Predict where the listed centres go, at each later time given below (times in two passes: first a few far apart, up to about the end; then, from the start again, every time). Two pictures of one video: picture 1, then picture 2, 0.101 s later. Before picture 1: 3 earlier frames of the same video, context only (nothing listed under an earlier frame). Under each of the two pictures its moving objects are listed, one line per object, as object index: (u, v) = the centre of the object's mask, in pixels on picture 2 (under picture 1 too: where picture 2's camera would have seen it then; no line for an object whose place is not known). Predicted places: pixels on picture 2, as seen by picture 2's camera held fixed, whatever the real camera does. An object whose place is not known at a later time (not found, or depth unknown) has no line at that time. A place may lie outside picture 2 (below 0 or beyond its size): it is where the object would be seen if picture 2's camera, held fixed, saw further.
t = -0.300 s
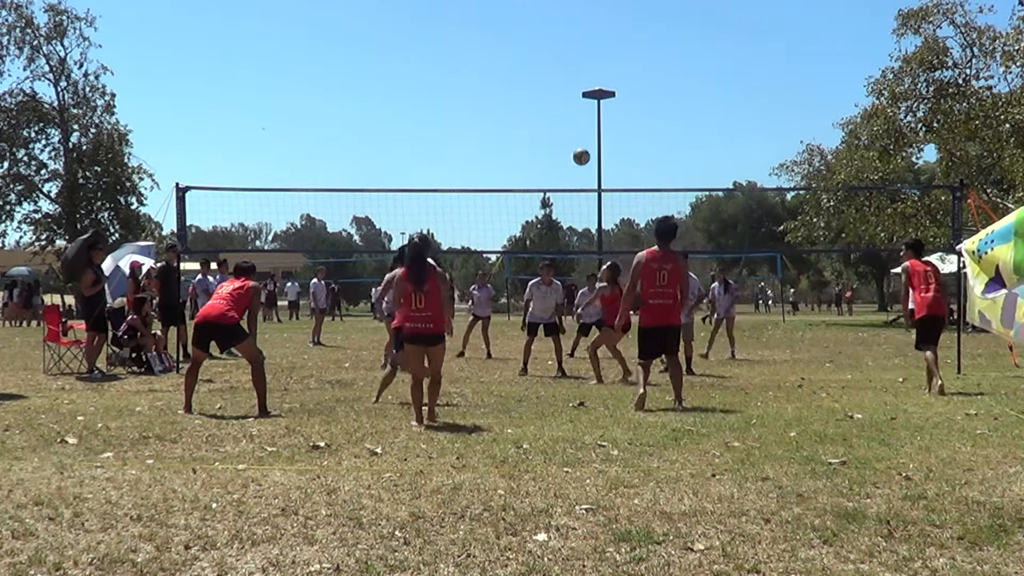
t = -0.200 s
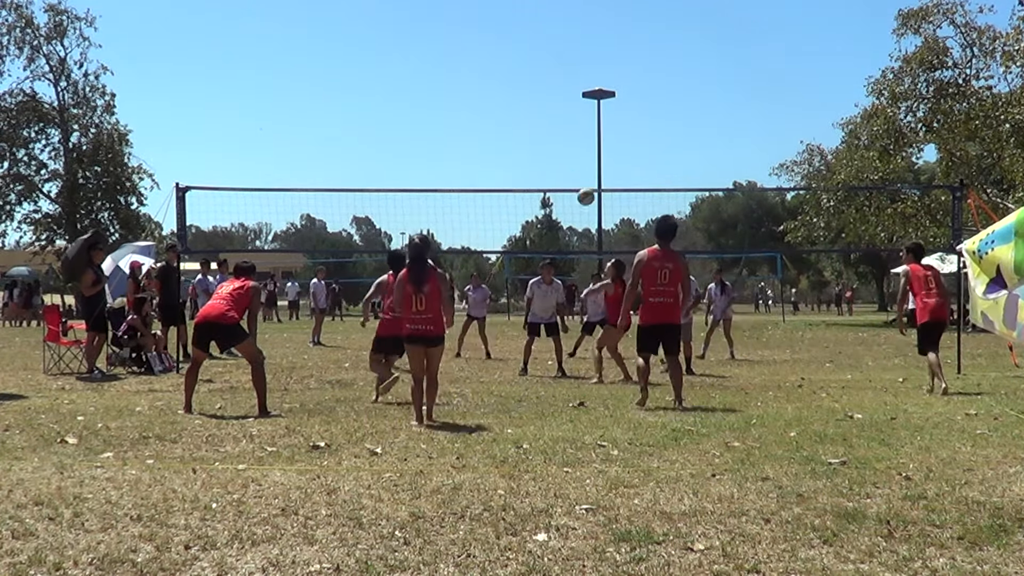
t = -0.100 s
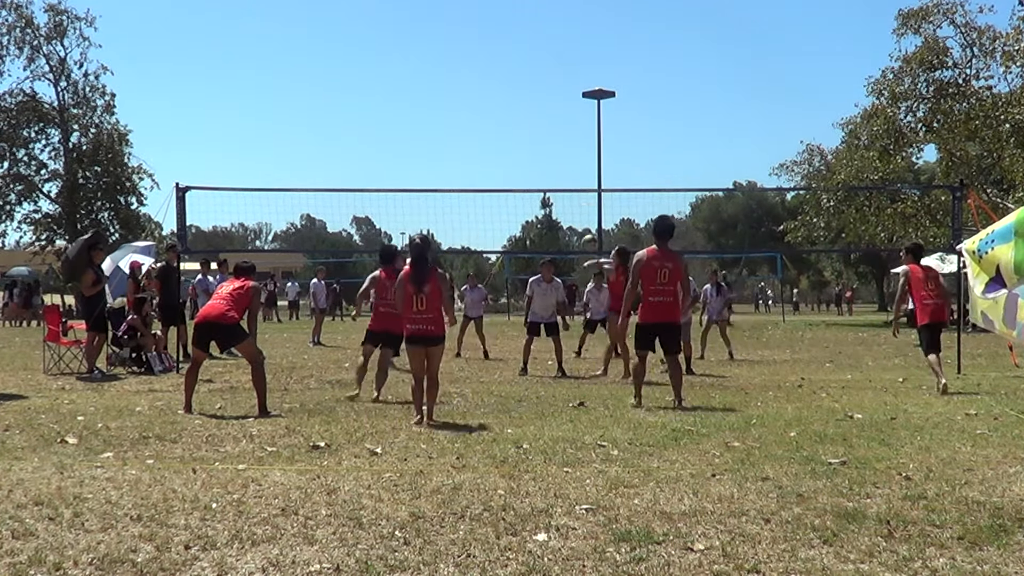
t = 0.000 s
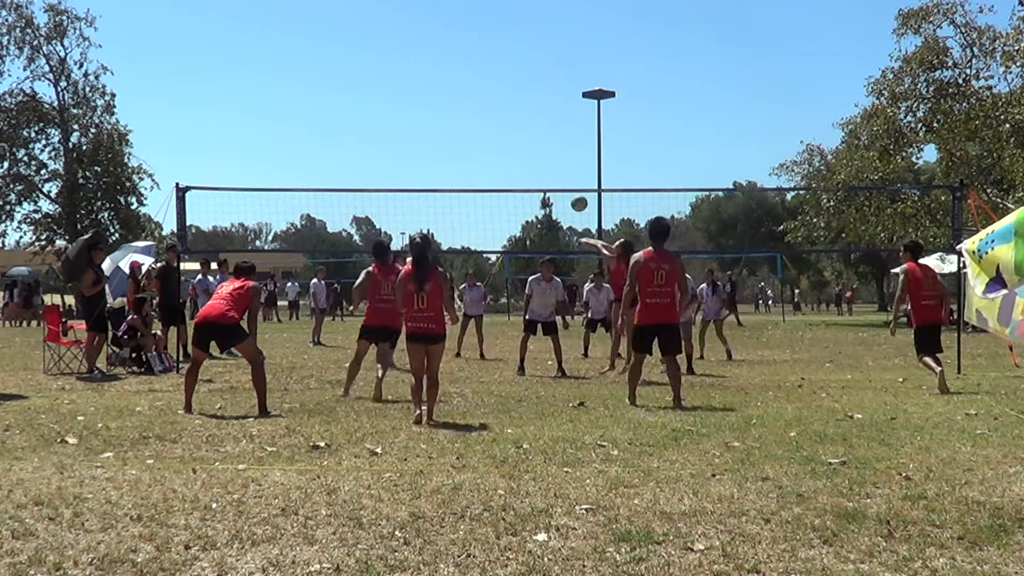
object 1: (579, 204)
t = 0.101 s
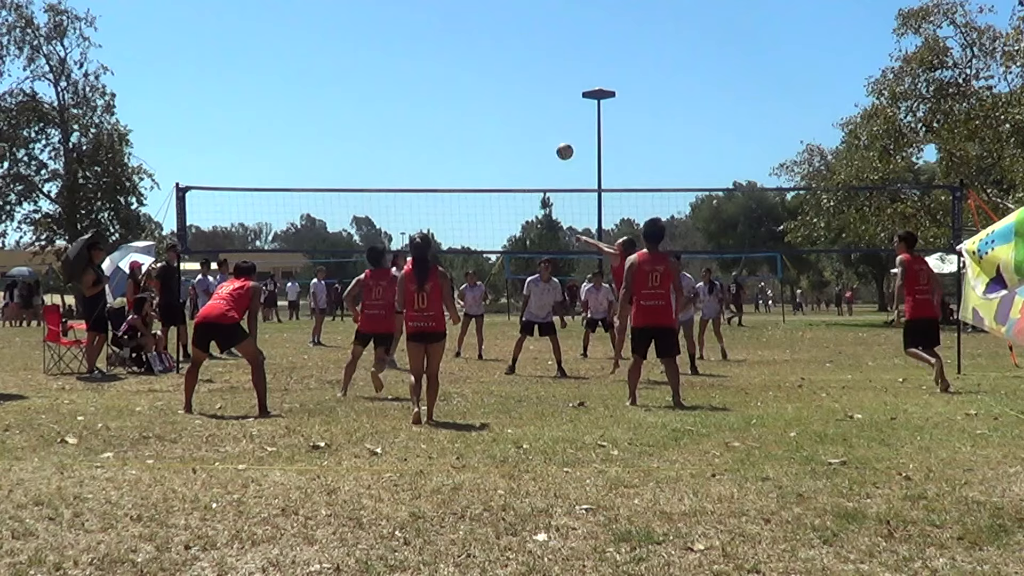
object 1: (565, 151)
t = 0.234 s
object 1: (546, 95)
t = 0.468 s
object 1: (513, 28)
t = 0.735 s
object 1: (475, 6)
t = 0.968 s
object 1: (442, 31)
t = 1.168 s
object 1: (413, 91)
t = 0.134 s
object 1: (560, 136)
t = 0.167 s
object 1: (555, 121)
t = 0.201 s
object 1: (550, 108)
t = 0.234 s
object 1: (546, 95)
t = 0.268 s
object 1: (541, 83)
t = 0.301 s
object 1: (537, 71)
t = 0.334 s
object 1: (532, 61)
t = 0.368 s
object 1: (527, 51)
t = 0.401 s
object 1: (523, 43)
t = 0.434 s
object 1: (518, 35)
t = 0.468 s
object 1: (513, 28)
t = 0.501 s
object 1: (509, 22)
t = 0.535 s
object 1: (504, 17)
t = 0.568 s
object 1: (499, 13)
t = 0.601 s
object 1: (494, 9)
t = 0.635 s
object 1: (490, 7)
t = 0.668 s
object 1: (485, 7)
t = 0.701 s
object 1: (480, 6)
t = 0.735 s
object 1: (475, 6)
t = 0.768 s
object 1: (470, 7)
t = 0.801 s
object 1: (466, 8)
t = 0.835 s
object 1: (461, 9)
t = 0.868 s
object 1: (456, 14)
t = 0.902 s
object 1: (452, 19)
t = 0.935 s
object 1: (447, 25)
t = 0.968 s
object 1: (442, 31)
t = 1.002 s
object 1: (437, 39)
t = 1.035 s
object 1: (432, 48)
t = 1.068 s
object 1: (427, 57)
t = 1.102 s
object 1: (423, 67)
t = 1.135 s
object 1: (418, 79)
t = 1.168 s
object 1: (413, 91)
